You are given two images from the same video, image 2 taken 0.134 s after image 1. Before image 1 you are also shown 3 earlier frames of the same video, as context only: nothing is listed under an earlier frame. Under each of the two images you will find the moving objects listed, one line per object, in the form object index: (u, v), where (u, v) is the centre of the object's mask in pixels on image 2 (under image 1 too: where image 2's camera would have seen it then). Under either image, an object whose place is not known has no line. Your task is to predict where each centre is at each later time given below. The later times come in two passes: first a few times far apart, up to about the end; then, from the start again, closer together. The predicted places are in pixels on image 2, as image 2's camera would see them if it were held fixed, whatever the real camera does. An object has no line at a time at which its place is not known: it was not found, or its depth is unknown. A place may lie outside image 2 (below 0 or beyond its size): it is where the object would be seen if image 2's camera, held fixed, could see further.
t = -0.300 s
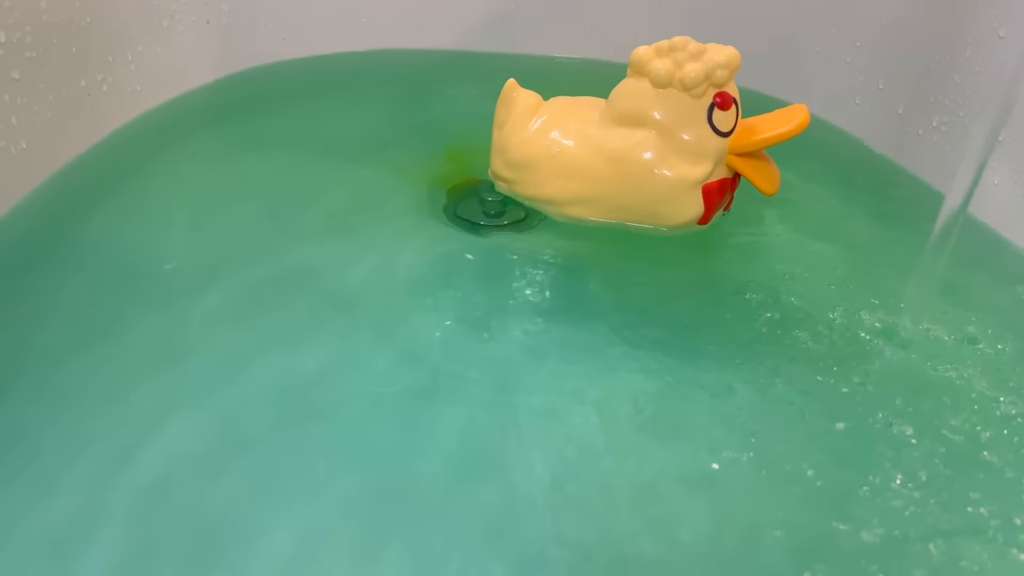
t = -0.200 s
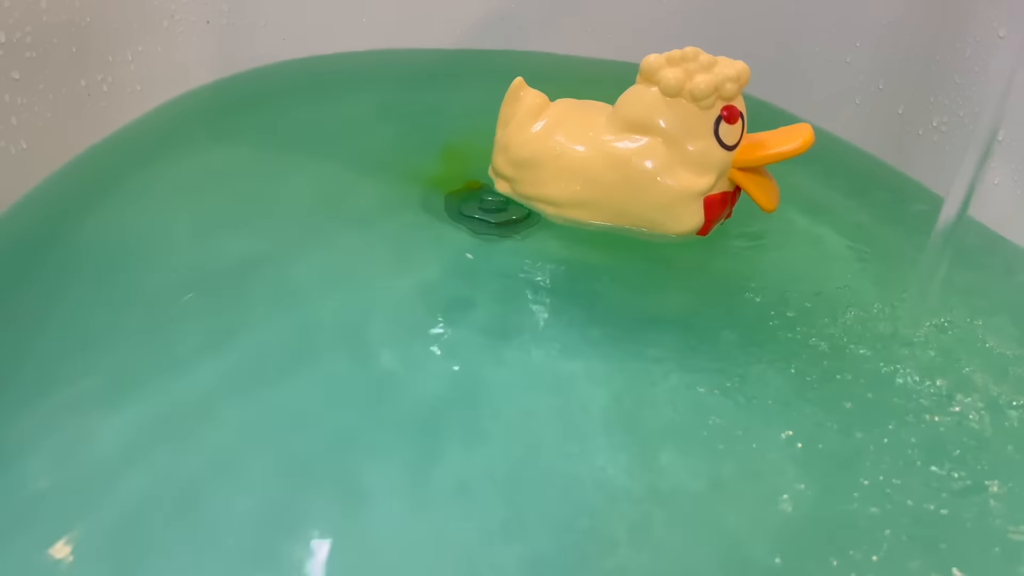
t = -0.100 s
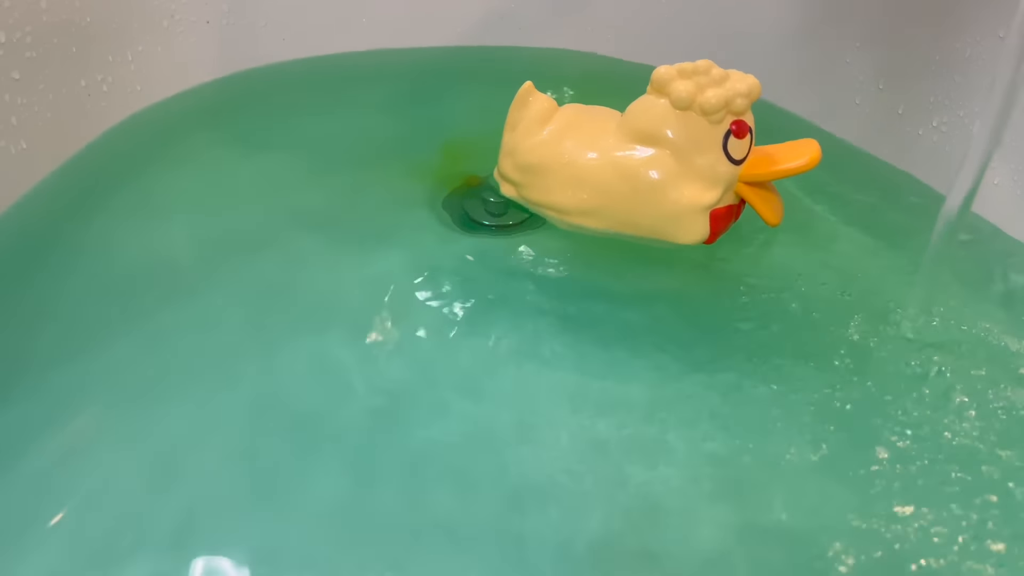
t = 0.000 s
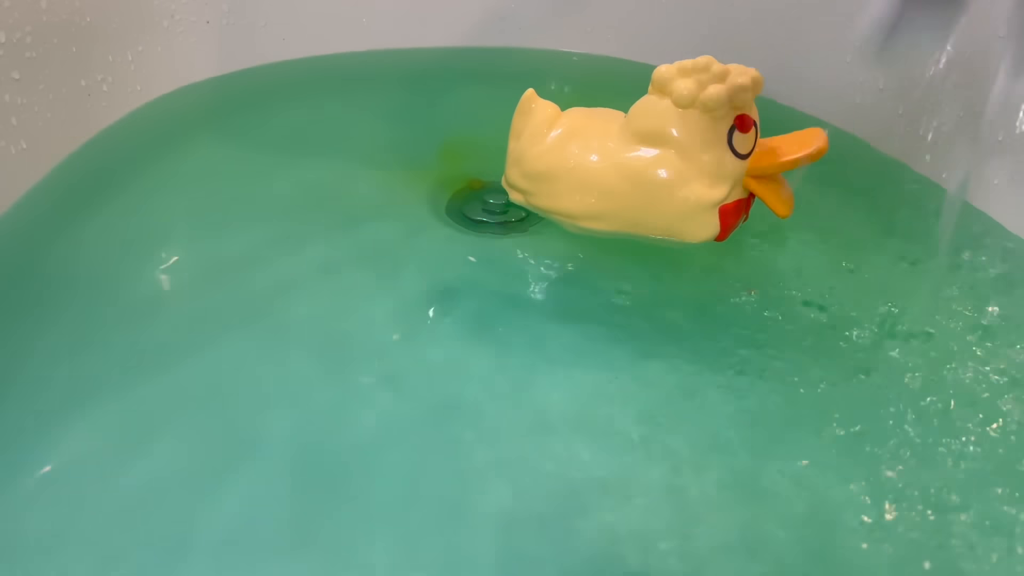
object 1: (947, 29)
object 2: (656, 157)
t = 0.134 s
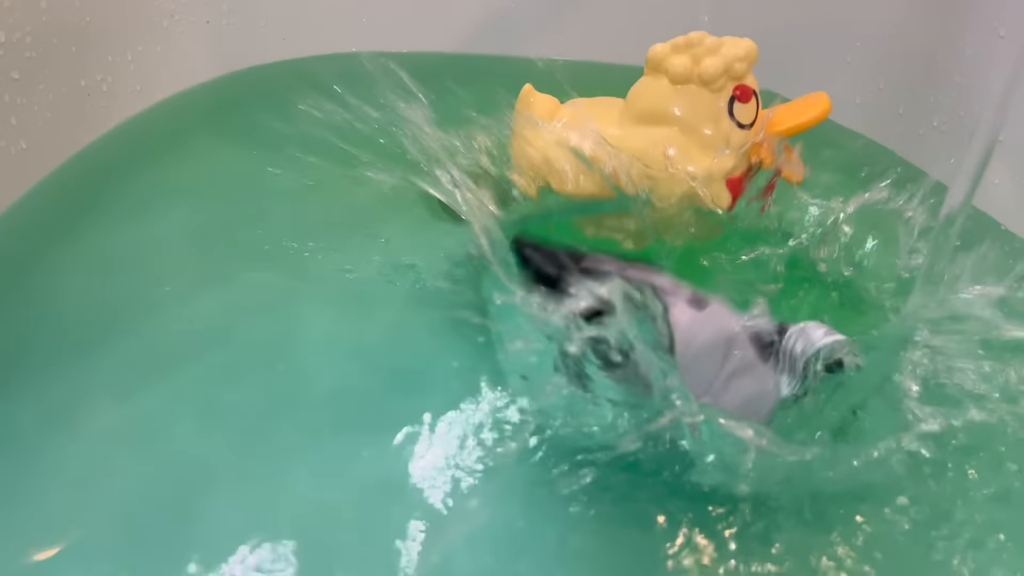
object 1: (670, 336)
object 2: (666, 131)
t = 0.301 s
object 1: (629, 322)
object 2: (658, 138)
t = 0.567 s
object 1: (533, 277)
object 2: (666, 124)
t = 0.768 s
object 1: (500, 282)
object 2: (673, 107)
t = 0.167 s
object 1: (712, 368)
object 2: (663, 133)
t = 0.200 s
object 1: (734, 378)
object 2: (661, 131)
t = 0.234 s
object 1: (664, 367)
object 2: (662, 130)
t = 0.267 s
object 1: (652, 352)
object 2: (661, 133)
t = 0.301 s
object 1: (629, 322)
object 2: (658, 138)
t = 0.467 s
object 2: (650, 117)
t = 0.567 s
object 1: (533, 277)
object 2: (666, 124)
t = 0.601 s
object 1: (526, 288)
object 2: (667, 118)
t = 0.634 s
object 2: (668, 111)
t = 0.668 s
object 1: (503, 295)
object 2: (670, 104)
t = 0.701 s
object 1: (506, 297)
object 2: (673, 102)
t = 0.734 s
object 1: (501, 289)
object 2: (673, 103)
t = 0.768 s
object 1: (500, 282)
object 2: (673, 107)
